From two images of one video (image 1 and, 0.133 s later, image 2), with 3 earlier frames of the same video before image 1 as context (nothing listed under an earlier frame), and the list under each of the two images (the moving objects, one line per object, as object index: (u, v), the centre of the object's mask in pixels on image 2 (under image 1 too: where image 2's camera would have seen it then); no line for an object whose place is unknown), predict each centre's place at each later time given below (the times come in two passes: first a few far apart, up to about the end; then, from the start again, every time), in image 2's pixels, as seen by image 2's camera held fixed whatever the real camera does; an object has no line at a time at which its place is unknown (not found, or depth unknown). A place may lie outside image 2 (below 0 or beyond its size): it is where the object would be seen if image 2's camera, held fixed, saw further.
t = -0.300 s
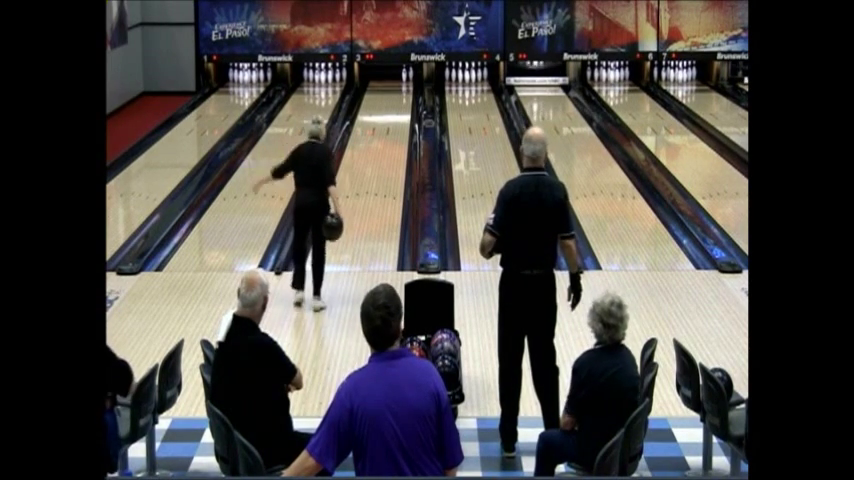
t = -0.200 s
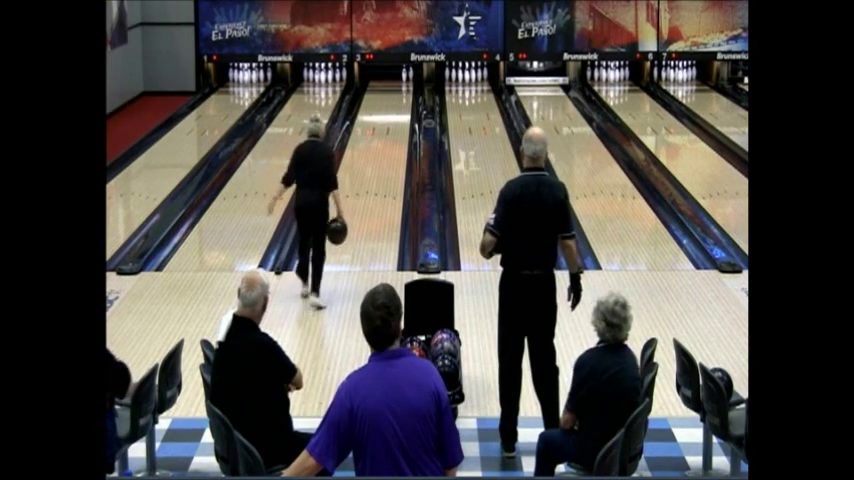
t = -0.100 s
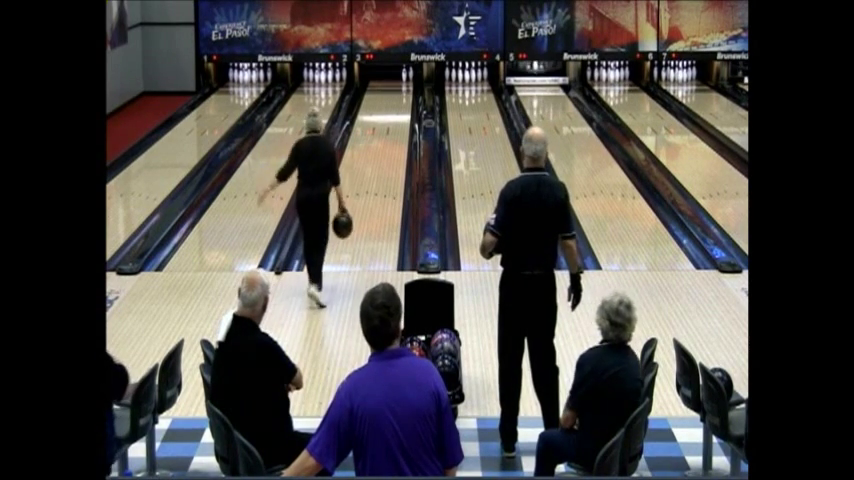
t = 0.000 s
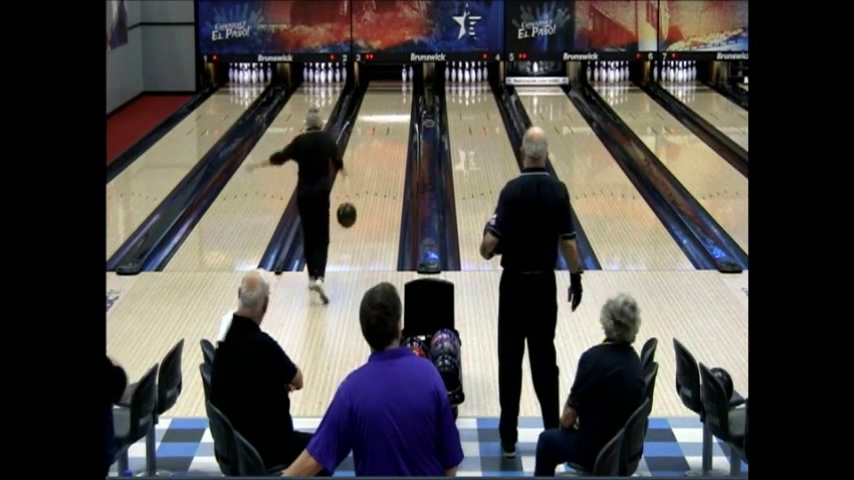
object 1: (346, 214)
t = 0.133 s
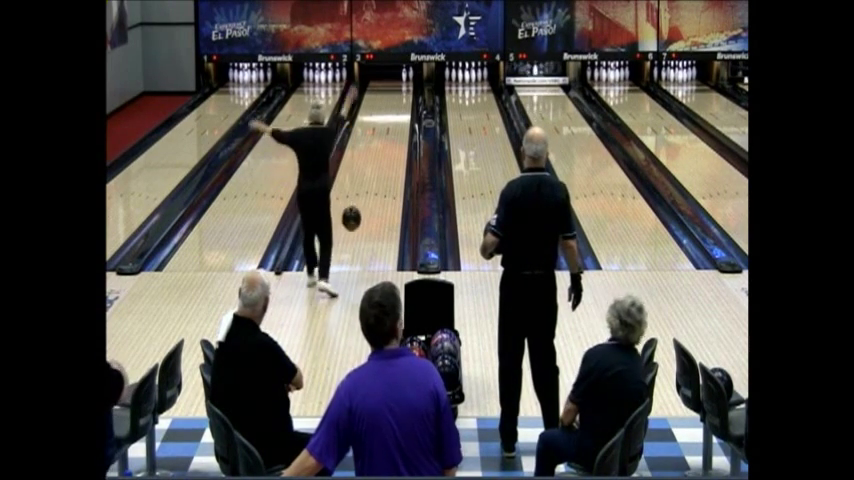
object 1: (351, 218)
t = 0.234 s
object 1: (354, 233)
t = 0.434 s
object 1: (361, 218)
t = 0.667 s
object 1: (367, 206)
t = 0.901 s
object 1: (372, 190)
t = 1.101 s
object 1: (376, 177)
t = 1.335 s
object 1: (380, 164)
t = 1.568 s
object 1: (384, 152)
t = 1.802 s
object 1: (388, 141)
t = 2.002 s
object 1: (390, 133)
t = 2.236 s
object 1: (393, 124)
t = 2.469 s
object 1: (395, 115)
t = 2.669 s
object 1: (397, 109)
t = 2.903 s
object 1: (399, 103)
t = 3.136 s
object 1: (400, 97)
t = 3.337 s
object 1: (401, 94)
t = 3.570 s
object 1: (403, 89)
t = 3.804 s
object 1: (403, 84)
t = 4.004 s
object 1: (404, 81)
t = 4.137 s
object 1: (404, 80)
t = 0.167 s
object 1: (352, 222)
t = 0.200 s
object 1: (353, 227)
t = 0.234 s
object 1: (354, 233)
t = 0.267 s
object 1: (356, 240)
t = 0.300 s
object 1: (357, 233)
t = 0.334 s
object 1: (358, 227)
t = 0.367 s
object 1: (359, 223)
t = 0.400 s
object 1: (360, 220)
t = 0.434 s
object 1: (361, 218)
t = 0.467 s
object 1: (361, 217)
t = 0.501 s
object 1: (362, 218)
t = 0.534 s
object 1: (363, 217)
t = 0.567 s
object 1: (364, 214)
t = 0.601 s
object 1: (365, 211)
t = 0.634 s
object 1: (366, 208)
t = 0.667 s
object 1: (367, 206)
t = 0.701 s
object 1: (368, 203)
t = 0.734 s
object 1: (368, 201)
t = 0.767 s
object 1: (369, 199)
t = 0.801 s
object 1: (370, 196)
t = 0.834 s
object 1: (371, 194)
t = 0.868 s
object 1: (372, 192)
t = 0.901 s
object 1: (372, 190)
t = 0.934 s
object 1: (373, 187)
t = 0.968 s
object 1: (374, 185)
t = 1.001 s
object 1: (374, 183)
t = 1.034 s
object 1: (375, 181)
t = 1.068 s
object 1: (376, 179)
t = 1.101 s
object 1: (376, 177)
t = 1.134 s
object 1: (377, 175)
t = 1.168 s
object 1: (378, 173)
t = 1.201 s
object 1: (378, 171)
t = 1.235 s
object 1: (379, 169)
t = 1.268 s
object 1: (379, 167)
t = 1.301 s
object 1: (380, 165)
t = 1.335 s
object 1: (380, 164)
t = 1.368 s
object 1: (381, 162)
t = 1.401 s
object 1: (382, 160)
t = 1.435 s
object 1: (382, 158)
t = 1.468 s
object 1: (383, 156)
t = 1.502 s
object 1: (383, 155)
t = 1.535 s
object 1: (384, 153)
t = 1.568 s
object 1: (384, 152)
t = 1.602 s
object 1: (385, 150)
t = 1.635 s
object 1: (385, 148)
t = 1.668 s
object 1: (386, 147)
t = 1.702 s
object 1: (386, 145)
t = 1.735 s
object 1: (387, 144)
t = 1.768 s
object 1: (387, 142)
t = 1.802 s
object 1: (388, 141)
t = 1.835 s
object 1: (388, 139)
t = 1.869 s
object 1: (388, 138)
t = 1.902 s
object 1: (389, 136)
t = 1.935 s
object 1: (389, 135)
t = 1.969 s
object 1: (390, 134)
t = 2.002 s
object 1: (390, 133)
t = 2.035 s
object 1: (390, 131)
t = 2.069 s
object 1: (391, 130)
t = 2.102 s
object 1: (391, 129)
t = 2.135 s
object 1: (392, 127)
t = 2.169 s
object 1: (392, 126)
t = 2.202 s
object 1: (392, 125)
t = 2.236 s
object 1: (393, 124)
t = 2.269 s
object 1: (393, 123)
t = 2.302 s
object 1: (393, 121)
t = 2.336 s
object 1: (394, 120)
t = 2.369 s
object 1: (394, 119)
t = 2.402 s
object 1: (394, 118)
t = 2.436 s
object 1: (395, 117)
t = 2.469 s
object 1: (395, 115)
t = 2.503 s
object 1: (395, 114)
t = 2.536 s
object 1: (396, 113)
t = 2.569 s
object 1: (396, 112)
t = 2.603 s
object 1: (396, 111)
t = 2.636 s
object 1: (396, 110)
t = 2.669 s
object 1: (397, 109)
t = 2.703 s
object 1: (397, 108)
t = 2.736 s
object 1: (397, 107)
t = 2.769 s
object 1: (398, 106)
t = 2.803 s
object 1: (398, 105)
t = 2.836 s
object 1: (398, 105)
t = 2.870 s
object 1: (398, 104)
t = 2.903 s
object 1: (399, 103)
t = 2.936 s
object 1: (399, 102)
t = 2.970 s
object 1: (399, 101)
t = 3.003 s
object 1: (399, 100)
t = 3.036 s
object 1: (399, 99)
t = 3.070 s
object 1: (400, 98)
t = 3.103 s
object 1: (400, 98)
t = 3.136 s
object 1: (400, 97)
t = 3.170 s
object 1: (400, 96)
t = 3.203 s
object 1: (400, 96)
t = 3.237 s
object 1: (401, 95)
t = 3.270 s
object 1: (401, 94)
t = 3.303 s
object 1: (401, 94)
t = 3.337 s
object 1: (401, 94)
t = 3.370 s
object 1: (401, 92)
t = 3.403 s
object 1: (402, 92)
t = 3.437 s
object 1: (402, 91)
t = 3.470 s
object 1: (402, 90)
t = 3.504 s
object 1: (402, 90)
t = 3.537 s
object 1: (403, 89)
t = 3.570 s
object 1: (403, 89)
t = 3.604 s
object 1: (403, 88)
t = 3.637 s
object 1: (403, 87)
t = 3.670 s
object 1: (403, 86)
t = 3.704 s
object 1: (403, 85)
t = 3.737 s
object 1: (403, 85)
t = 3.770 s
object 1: (403, 84)
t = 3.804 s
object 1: (403, 84)
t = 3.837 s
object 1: (403, 84)
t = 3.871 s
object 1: (403, 83)
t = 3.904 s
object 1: (404, 82)
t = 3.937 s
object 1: (403, 82)
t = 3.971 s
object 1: (403, 81)
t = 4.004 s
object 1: (404, 81)
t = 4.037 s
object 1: (404, 81)
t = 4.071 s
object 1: (404, 80)
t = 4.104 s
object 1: (404, 80)
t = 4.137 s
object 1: (404, 80)
